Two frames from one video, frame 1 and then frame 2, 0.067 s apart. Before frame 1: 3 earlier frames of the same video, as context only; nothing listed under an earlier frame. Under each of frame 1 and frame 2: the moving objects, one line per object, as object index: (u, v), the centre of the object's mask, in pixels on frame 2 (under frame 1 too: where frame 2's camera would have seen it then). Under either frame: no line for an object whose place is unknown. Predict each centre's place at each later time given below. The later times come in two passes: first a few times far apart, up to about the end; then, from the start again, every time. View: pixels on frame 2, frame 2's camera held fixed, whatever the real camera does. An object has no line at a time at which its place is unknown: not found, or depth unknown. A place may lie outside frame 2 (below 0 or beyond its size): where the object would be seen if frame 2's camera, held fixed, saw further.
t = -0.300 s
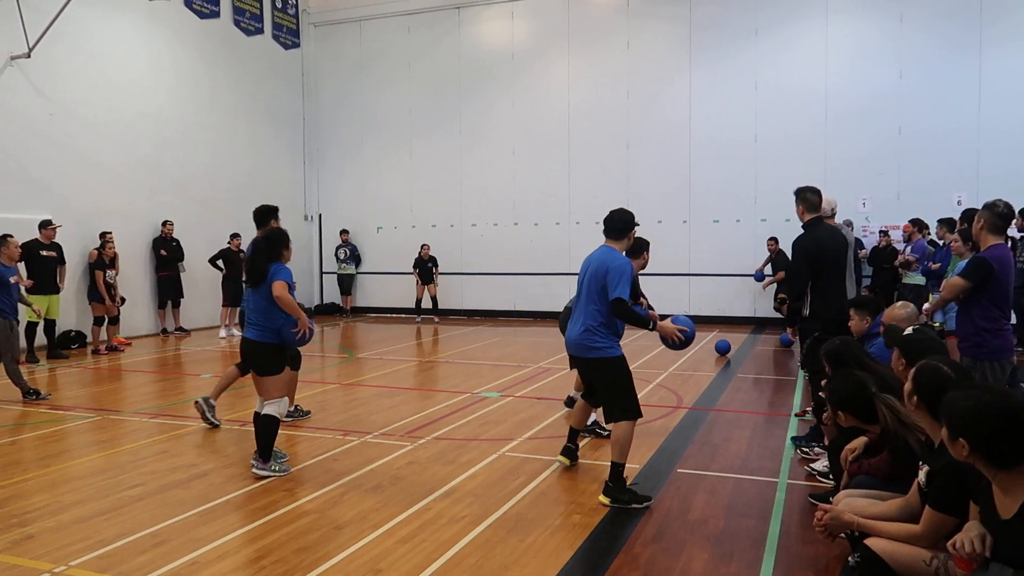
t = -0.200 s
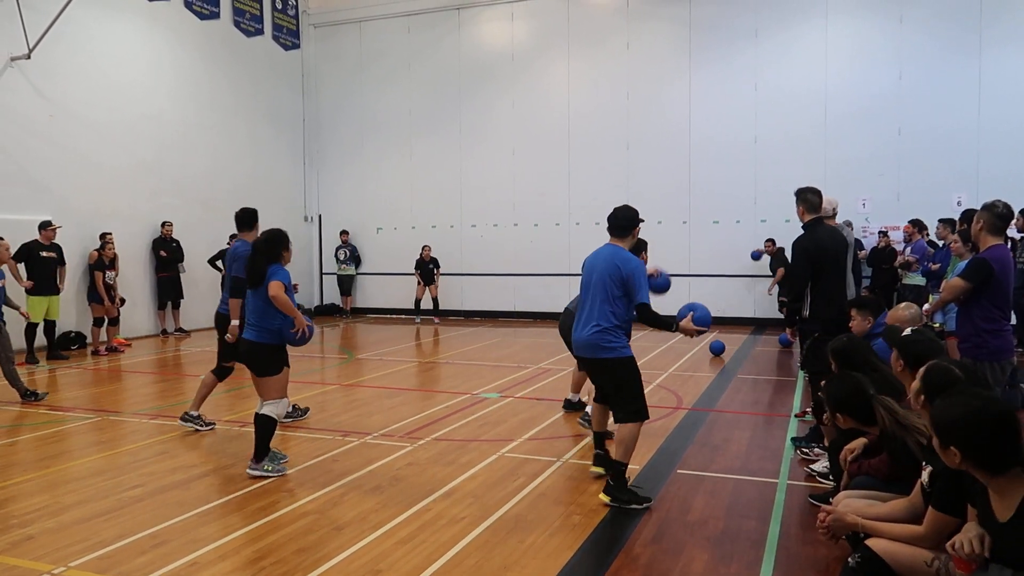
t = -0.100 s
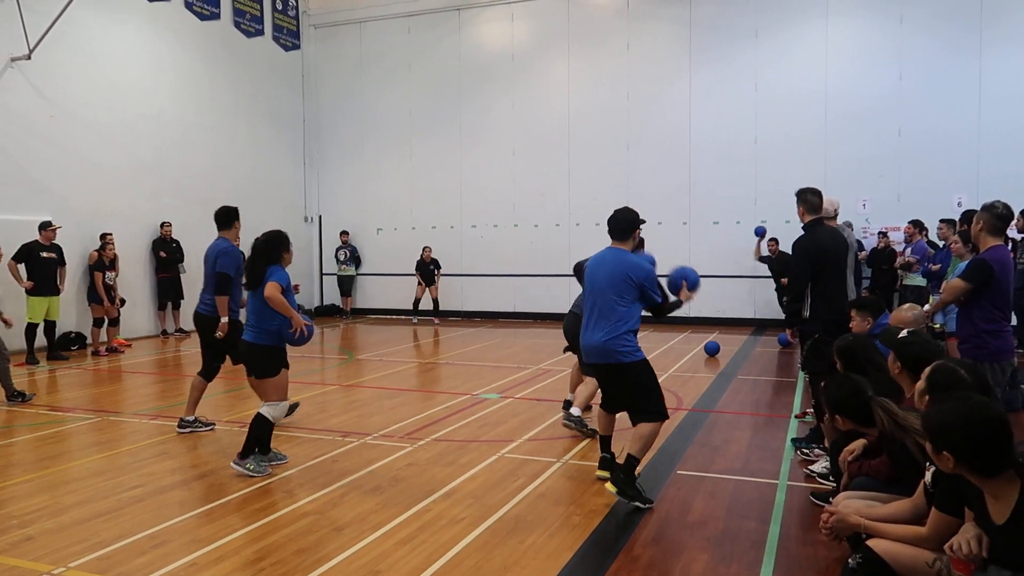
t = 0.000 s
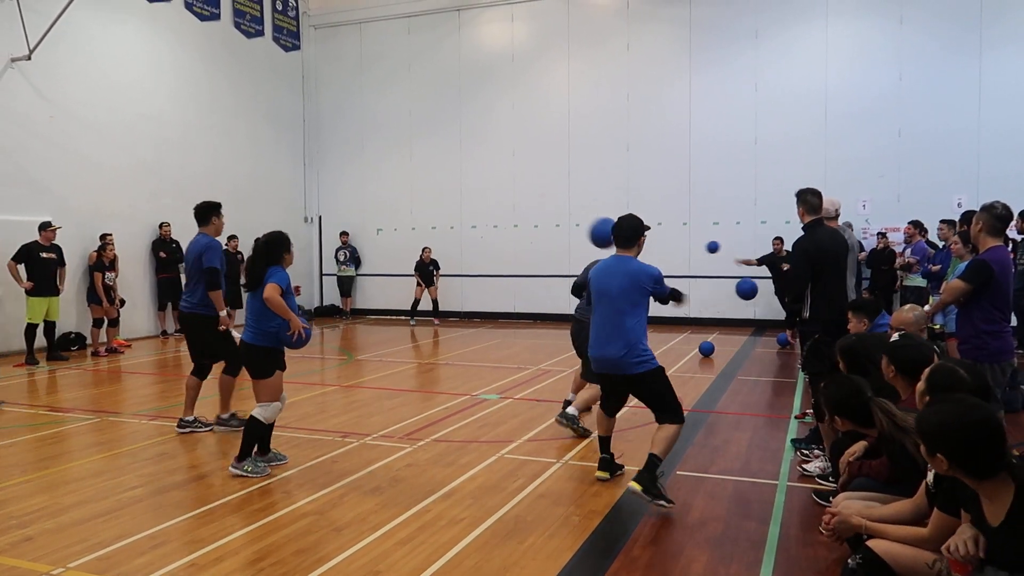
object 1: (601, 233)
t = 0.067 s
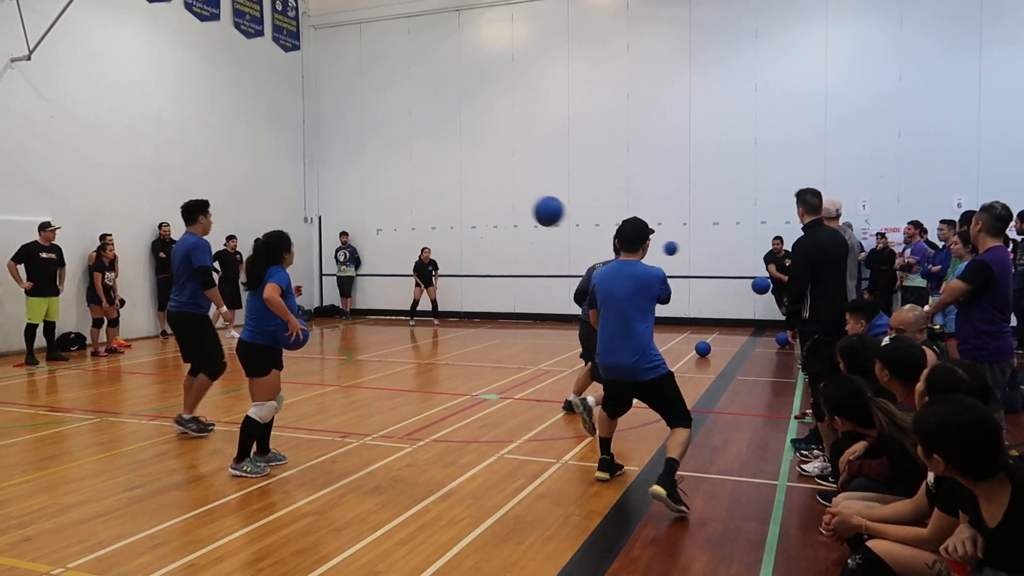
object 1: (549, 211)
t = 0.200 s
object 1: (444, 189)
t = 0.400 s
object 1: (303, 201)
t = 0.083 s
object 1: (535, 207)
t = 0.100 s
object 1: (521, 203)
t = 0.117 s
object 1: (508, 199)
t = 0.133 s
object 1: (495, 196)
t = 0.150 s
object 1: (482, 194)
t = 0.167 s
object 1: (469, 192)
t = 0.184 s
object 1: (456, 190)
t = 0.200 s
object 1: (444, 189)
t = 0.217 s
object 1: (431, 188)
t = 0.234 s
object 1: (419, 187)
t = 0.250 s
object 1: (407, 187)
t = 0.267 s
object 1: (395, 187)
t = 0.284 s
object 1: (383, 187)
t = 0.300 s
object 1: (371, 188)
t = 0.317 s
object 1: (359, 190)
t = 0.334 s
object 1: (348, 191)
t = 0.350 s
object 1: (336, 193)
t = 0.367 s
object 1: (325, 195)
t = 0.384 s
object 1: (314, 198)
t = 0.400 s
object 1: (303, 201)
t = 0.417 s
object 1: (292, 203)
